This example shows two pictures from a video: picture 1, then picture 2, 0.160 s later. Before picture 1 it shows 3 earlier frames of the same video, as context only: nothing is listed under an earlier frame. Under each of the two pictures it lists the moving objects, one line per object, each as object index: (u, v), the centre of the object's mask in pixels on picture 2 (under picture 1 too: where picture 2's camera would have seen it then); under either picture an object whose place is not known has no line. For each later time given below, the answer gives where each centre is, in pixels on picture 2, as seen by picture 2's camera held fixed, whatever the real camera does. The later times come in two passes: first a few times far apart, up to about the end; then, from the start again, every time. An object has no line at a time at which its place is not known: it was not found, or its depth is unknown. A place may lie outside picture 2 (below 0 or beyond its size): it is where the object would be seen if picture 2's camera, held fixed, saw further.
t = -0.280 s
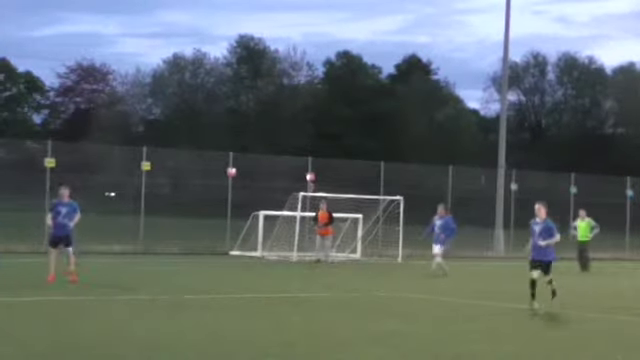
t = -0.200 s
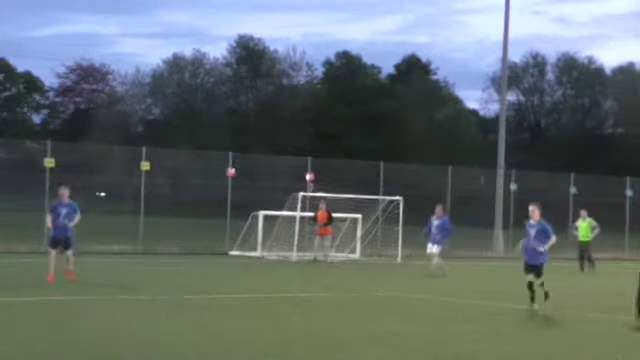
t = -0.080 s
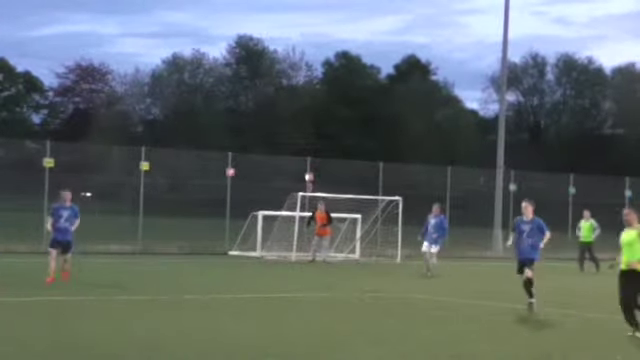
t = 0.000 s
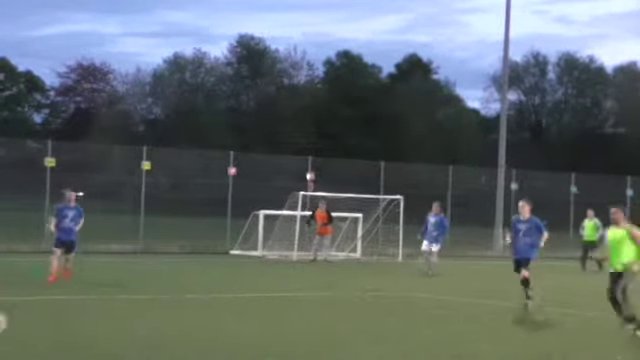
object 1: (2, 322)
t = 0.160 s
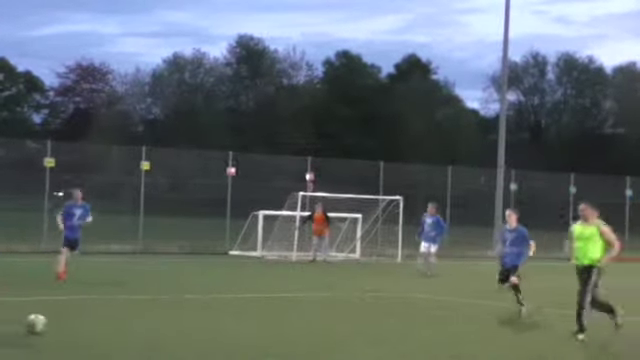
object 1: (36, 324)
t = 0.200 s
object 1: (46, 323)
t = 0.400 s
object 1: (93, 323)
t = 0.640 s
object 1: (143, 322)
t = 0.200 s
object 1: (46, 323)
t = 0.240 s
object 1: (56, 323)
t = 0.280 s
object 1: (65, 324)
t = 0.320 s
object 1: (74, 323)
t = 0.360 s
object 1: (83, 323)
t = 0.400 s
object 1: (93, 323)
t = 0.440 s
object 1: (101, 323)
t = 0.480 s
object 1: (110, 323)
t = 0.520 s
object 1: (119, 322)
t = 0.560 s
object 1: (126, 322)
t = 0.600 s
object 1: (133, 323)
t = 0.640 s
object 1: (143, 322)
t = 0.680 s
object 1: (151, 322)
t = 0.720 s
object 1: (158, 321)
